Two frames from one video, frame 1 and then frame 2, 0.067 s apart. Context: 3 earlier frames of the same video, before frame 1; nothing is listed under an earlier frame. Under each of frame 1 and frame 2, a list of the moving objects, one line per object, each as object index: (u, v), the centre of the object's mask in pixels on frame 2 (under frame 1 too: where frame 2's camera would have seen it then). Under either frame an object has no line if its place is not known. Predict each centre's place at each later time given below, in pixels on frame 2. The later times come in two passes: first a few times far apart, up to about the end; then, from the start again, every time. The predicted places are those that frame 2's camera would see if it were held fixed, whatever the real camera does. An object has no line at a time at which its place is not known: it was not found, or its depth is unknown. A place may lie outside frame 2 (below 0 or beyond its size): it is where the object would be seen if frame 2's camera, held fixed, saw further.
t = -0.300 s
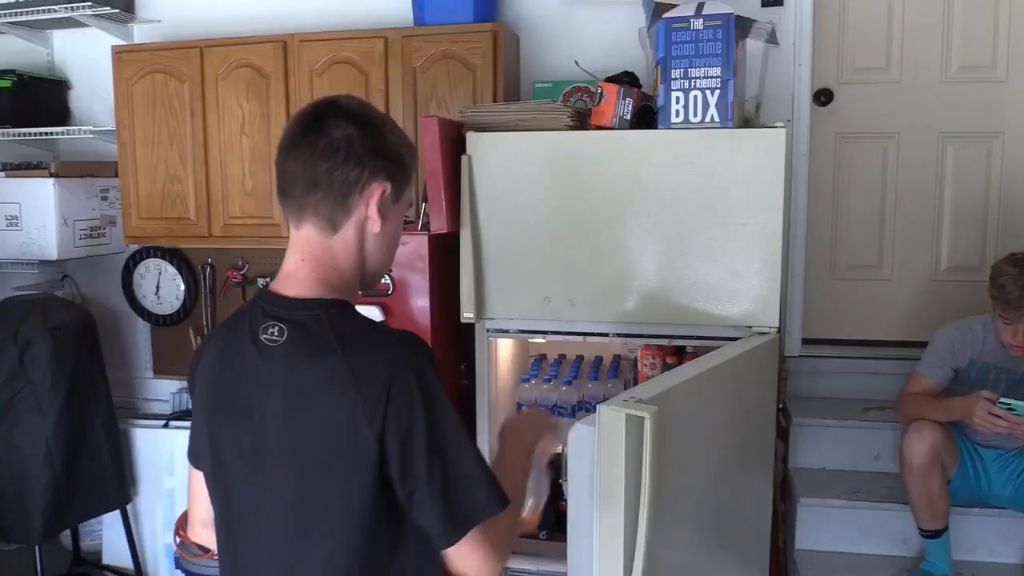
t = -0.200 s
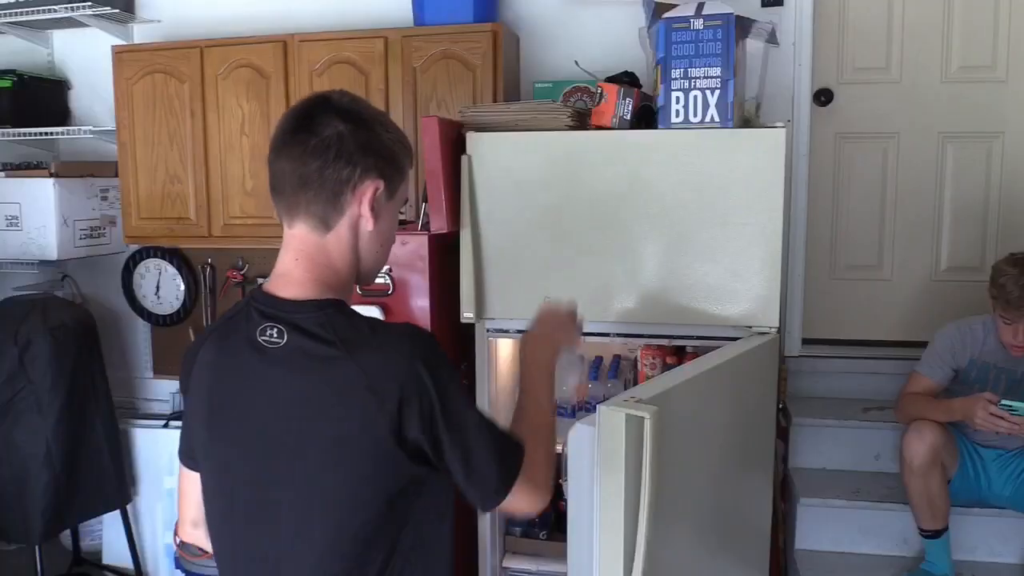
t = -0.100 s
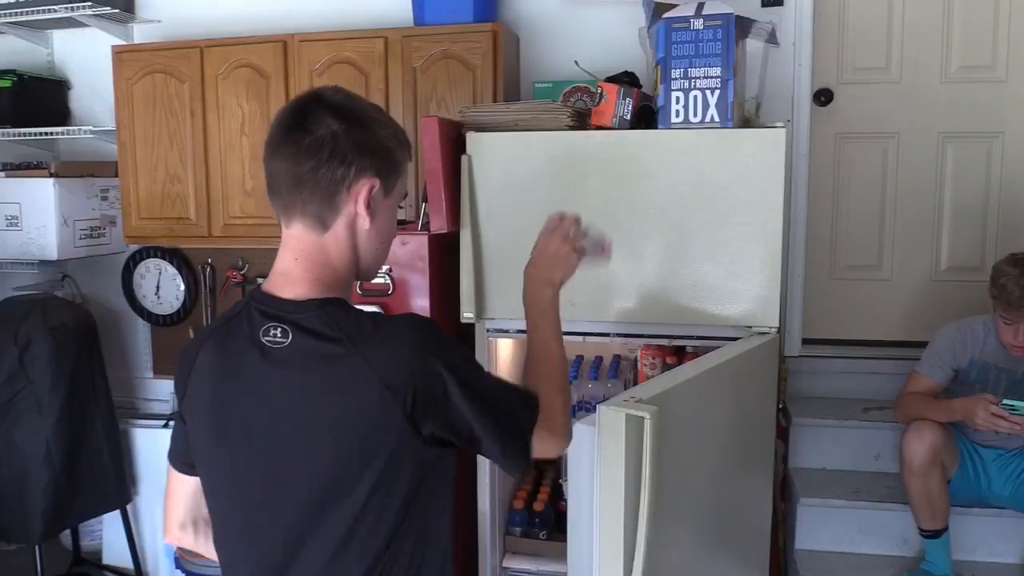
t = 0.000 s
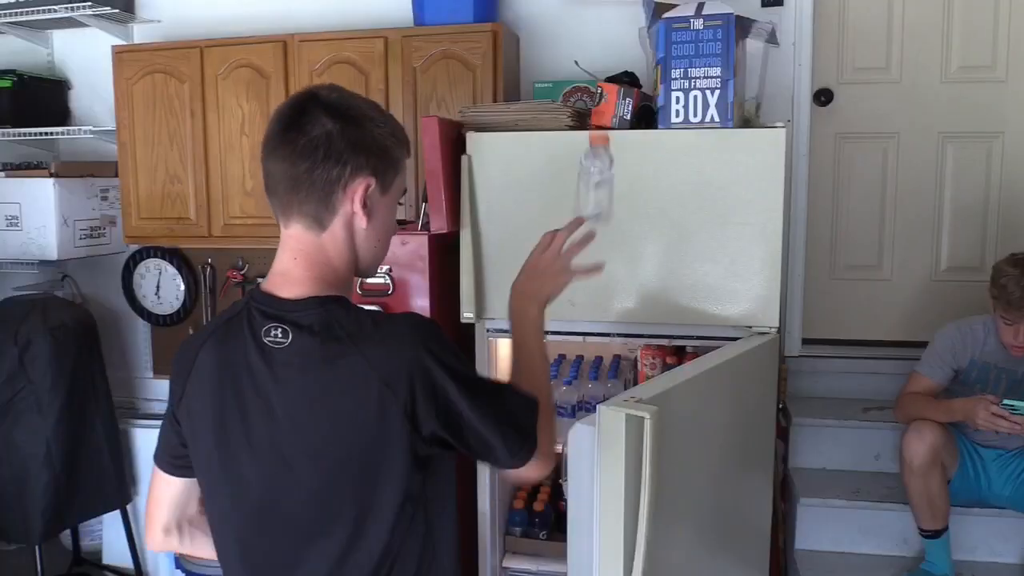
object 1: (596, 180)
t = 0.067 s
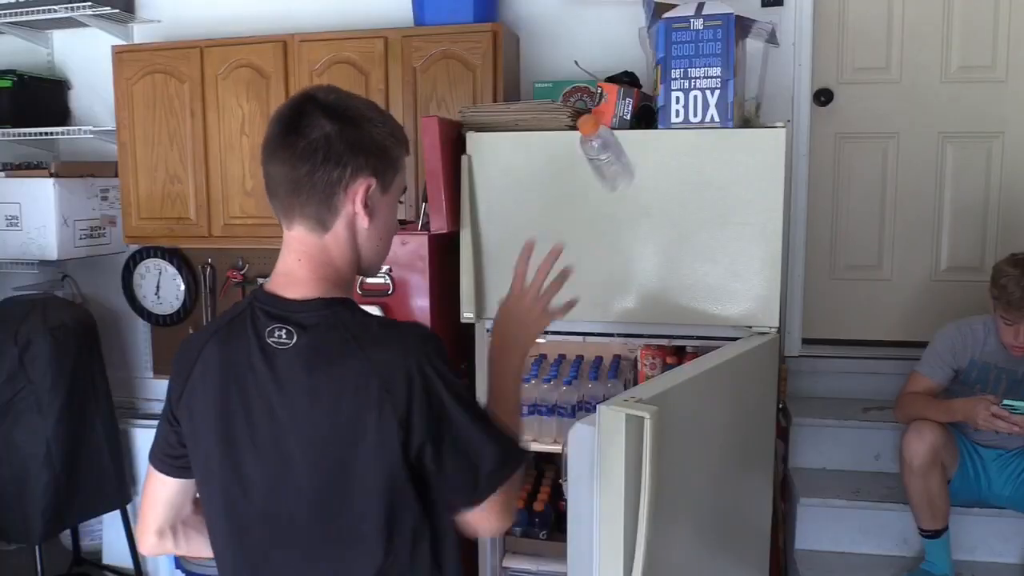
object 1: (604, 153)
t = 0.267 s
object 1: (618, 228)
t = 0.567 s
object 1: (629, 350)
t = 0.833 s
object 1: (642, 350)
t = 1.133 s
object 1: (643, 351)
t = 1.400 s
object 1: (642, 351)
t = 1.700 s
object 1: (645, 351)
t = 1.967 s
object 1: (642, 351)
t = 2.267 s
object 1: (645, 350)
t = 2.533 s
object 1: (643, 350)
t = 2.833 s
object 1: (644, 350)
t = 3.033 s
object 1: (643, 350)
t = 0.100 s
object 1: (607, 149)
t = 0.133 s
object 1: (610, 151)
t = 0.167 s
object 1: (612, 160)
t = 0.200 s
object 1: (614, 177)
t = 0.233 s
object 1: (616, 199)
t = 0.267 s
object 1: (618, 228)
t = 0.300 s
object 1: (620, 263)
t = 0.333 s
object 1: (622, 303)
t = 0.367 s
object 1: (624, 347)
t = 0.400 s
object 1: (626, 341)
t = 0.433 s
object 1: (627, 341)
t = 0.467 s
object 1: (628, 347)
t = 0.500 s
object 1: (628, 349)
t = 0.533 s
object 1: (628, 350)
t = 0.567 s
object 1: (629, 350)
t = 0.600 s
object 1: (631, 350)
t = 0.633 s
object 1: (632, 350)
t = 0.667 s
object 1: (634, 350)
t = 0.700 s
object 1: (636, 350)
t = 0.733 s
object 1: (639, 350)
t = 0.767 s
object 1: (641, 350)
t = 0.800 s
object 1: (642, 351)
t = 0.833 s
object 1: (642, 350)
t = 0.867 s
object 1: (641, 350)
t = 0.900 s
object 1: (641, 351)
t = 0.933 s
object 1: (642, 351)
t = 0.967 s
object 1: (642, 351)
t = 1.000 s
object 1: (642, 351)
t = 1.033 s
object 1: (642, 351)
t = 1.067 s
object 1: (642, 352)
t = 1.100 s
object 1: (642, 351)
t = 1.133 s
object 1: (643, 351)
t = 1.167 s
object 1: (644, 351)
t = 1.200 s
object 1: (645, 352)
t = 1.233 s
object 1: (645, 351)
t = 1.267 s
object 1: (644, 351)
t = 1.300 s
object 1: (644, 351)
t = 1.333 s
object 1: (643, 351)
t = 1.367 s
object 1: (643, 351)
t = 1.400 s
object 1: (642, 351)
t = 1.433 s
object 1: (642, 351)
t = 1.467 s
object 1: (641, 351)
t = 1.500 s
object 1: (641, 351)
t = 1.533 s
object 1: (642, 351)
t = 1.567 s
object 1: (643, 351)
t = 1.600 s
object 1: (644, 351)
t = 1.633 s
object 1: (644, 351)
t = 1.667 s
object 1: (645, 351)
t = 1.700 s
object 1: (645, 351)
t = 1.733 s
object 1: (645, 351)
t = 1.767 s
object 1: (645, 351)
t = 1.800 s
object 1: (645, 351)
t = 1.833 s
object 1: (644, 351)
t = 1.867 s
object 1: (643, 350)
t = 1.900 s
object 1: (643, 351)
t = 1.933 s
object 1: (642, 351)
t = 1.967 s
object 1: (642, 351)
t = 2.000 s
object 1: (643, 350)
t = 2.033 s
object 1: (643, 350)
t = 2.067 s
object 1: (643, 351)
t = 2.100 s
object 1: (644, 350)
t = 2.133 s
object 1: (644, 350)
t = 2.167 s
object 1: (645, 351)
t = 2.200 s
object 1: (645, 350)
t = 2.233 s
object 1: (645, 350)
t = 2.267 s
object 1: (645, 350)
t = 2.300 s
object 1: (644, 350)
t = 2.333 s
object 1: (644, 350)
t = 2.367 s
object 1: (644, 350)
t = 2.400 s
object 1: (643, 350)
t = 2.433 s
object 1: (643, 350)
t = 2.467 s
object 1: (643, 350)
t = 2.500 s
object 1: (643, 350)
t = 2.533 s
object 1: (643, 350)
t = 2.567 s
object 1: (644, 351)
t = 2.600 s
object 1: (644, 350)
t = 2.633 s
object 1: (644, 351)
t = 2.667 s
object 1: (645, 350)
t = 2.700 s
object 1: (645, 350)
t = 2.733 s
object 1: (644, 350)
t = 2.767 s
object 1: (644, 350)
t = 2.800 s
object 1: (644, 350)
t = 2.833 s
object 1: (644, 350)
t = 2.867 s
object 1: (644, 350)
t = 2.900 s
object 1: (643, 350)
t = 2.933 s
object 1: (643, 350)
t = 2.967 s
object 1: (643, 350)
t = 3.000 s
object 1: (643, 350)
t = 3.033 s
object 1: (643, 350)
